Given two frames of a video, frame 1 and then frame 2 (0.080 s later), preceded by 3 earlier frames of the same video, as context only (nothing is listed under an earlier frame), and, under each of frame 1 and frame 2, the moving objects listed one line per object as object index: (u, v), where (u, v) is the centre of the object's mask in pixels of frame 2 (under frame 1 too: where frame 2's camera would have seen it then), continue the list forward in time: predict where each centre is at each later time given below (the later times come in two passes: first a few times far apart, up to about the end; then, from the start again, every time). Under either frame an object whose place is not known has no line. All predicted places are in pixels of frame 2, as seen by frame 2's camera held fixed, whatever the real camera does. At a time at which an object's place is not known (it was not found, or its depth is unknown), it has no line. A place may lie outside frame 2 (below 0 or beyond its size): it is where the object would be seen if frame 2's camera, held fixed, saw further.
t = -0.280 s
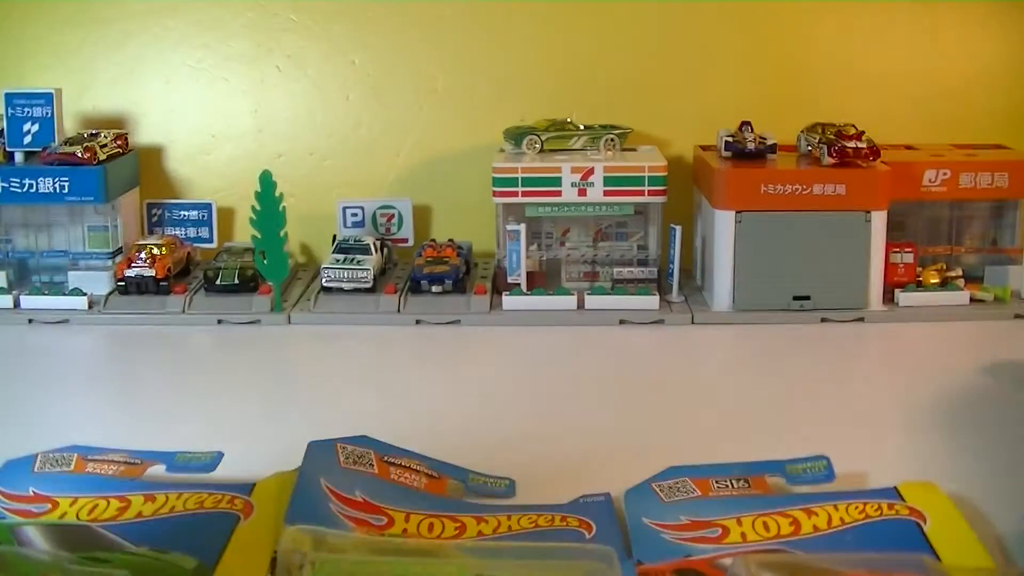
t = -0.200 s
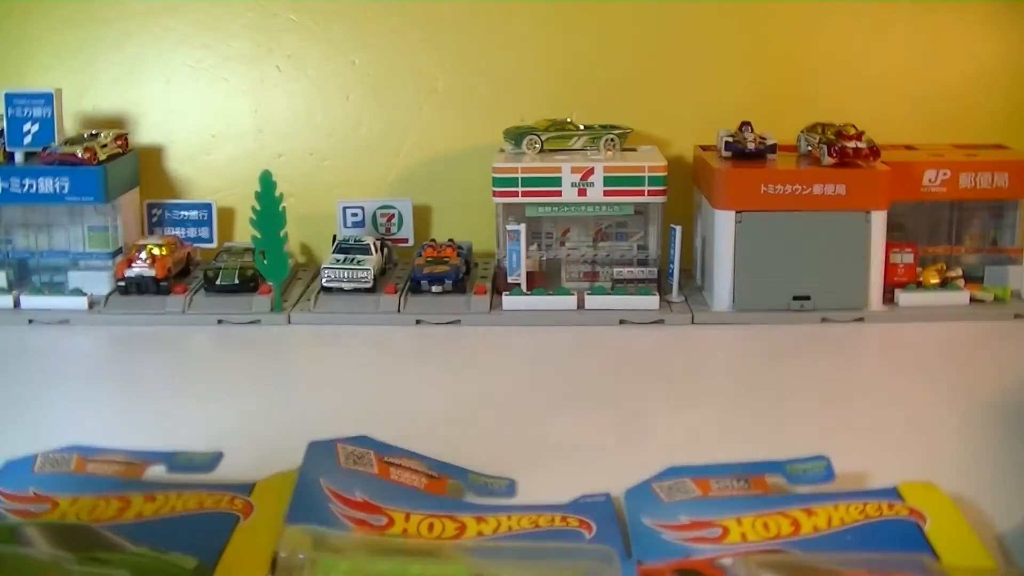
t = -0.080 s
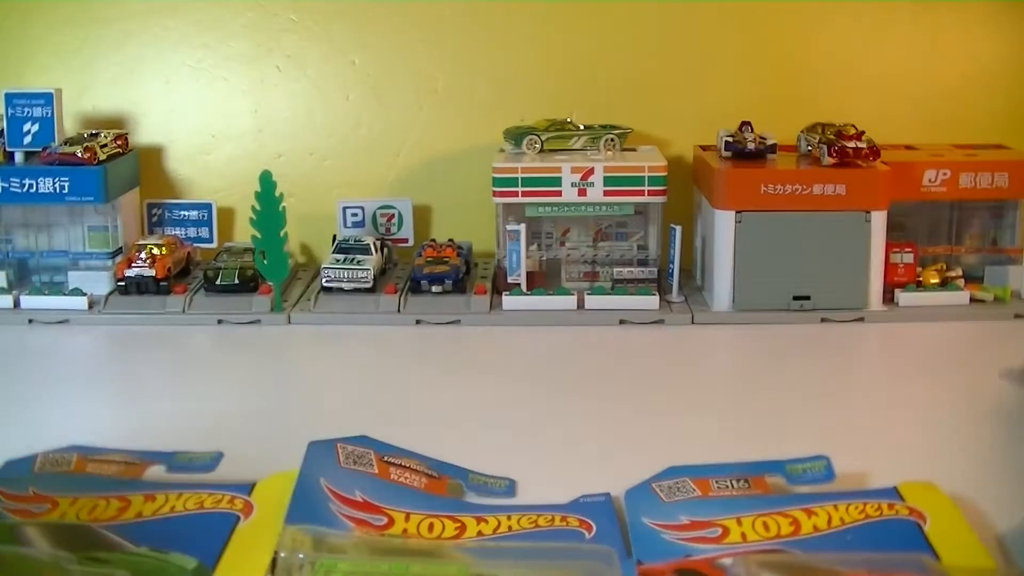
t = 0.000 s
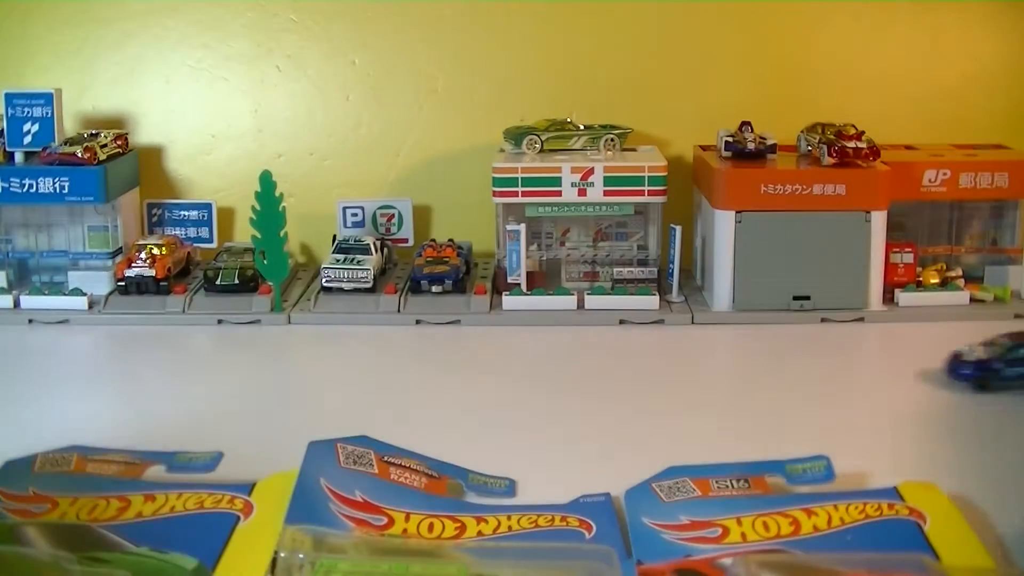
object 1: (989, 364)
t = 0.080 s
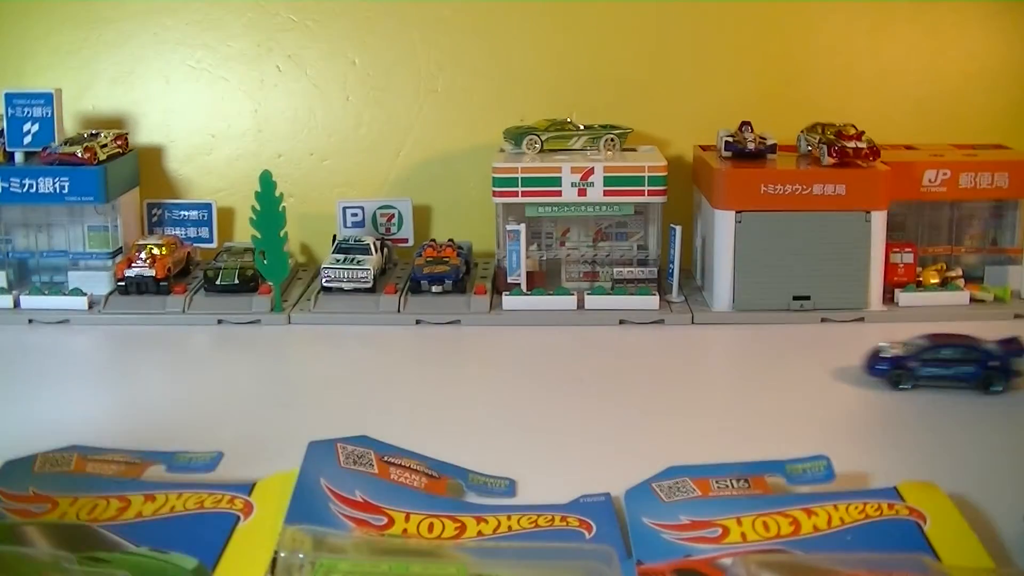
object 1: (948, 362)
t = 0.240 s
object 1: (787, 356)
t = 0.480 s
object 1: (557, 346)
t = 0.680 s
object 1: (388, 336)
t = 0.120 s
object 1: (909, 361)
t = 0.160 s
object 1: (868, 359)
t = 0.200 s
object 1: (828, 357)
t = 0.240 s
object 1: (787, 356)
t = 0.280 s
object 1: (747, 354)
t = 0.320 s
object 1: (708, 352)
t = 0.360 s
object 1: (669, 350)
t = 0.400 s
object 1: (631, 348)
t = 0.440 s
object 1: (595, 347)
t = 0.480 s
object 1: (557, 346)
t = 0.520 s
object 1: (522, 344)
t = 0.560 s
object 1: (487, 342)
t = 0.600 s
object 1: (453, 340)
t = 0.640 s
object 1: (420, 338)
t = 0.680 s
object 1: (388, 336)
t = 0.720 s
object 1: (357, 334)
